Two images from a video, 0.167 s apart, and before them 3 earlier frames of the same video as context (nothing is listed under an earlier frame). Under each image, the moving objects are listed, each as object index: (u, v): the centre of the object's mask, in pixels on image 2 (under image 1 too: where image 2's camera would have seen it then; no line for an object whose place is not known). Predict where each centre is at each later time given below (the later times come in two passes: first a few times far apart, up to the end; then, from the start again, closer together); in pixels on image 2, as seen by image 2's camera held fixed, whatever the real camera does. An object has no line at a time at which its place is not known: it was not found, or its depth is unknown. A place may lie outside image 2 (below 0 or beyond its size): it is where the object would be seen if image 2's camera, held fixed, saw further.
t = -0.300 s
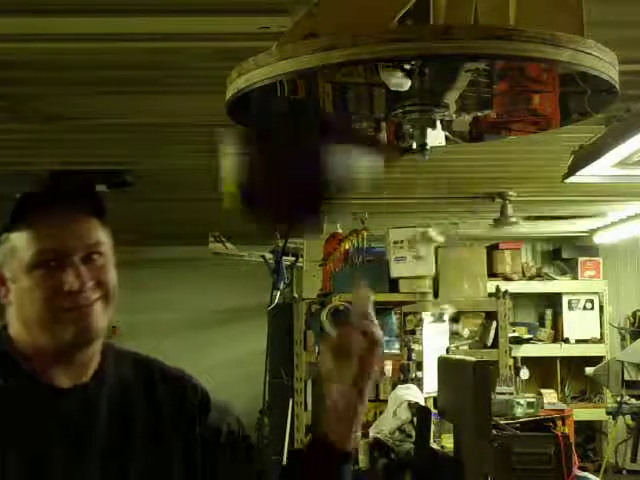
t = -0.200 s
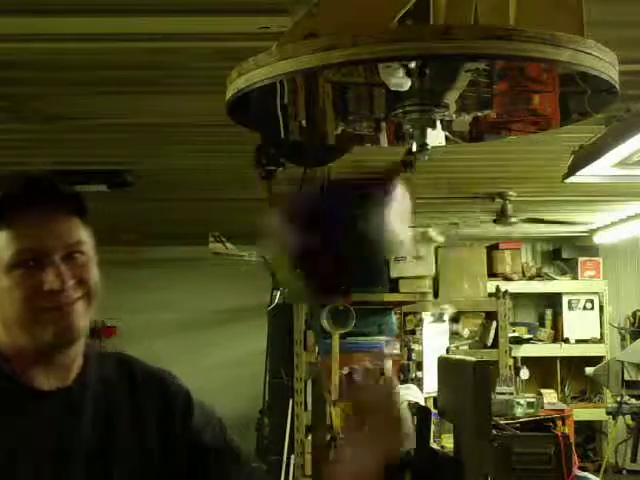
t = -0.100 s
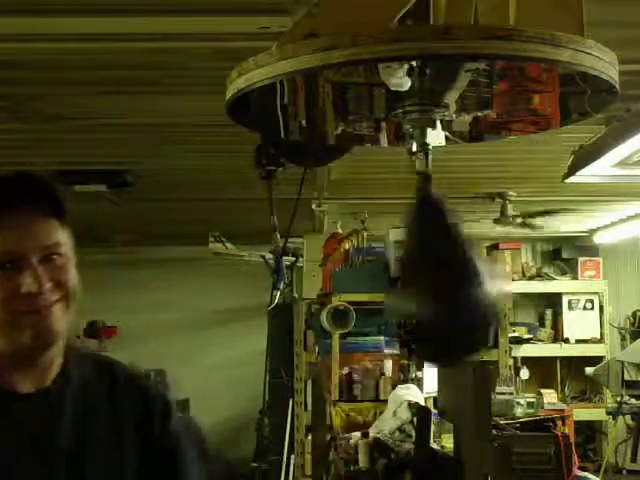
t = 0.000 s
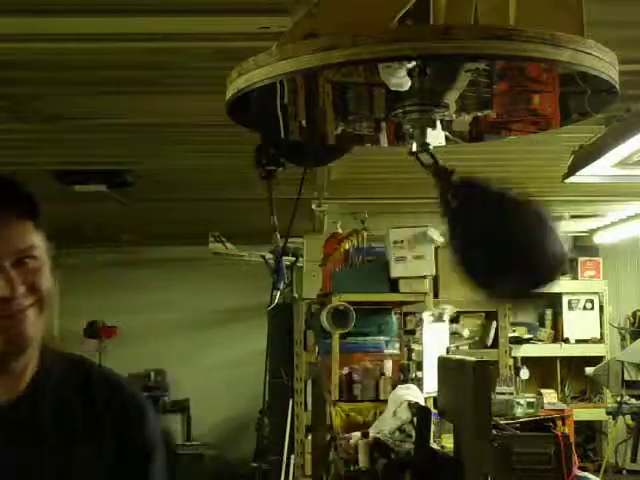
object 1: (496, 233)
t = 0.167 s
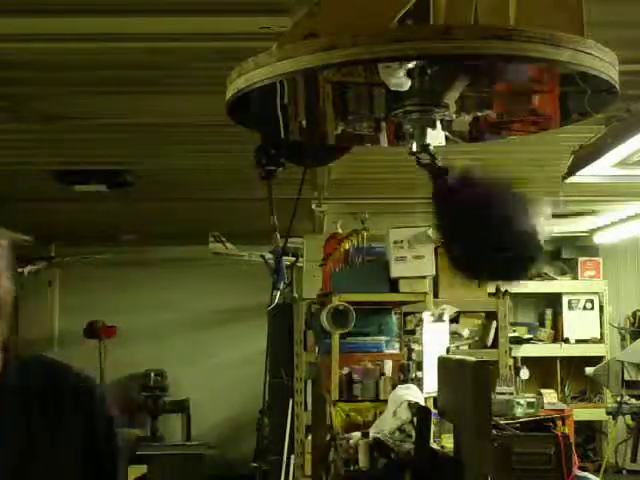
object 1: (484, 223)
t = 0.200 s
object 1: (473, 244)
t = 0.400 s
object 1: (363, 245)
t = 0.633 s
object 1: (383, 201)
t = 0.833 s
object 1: (440, 273)
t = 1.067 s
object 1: (420, 199)
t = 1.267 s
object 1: (408, 263)
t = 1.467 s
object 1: (452, 244)
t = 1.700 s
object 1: (501, 192)
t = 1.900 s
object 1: (435, 287)
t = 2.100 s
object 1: (351, 226)
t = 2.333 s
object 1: (355, 255)
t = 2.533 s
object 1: (480, 266)
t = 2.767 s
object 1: (542, 212)
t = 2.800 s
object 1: (537, 222)
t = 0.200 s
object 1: (473, 244)
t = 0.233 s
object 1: (452, 262)
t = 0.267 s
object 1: (436, 278)
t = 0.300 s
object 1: (413, 284)
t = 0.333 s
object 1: (392, 278)
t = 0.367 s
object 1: (375, 263)
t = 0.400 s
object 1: (363, 245)
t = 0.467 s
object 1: (353, 189)
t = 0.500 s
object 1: (356, 161)
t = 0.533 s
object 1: (357, 142)
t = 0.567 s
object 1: (363, 152)
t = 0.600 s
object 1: (374, 173)
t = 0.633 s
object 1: (383, 201)
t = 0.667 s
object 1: (397, 234)
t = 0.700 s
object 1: (409, 257)
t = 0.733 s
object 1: (424, 273)
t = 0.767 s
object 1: (434, 283)
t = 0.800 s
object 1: (438, 282)
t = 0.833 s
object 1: (440, 273)
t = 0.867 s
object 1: (442, 258)
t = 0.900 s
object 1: (438, 244)
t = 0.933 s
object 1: (436, 228)
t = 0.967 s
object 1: (431, 217)
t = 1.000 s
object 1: (429, 206)
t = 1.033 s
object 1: (424, 200)
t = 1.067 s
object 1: (420, 199)
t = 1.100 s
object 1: (416, 201)
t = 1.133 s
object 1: (412, 207)
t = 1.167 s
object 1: (408, 218)
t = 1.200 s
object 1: (406, 233)
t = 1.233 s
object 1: (407, 248)
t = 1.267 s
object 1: (408, 263)
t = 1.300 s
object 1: (409, 274)
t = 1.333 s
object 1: (412, 283)
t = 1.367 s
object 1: (419, 284)
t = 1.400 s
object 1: (429, 278)
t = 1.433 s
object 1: (440, 263)
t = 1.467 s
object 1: (452, 244)
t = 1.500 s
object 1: (463, 221)
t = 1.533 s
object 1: (475, 200)
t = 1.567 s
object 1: (484, 184)
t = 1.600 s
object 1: (490, 176)
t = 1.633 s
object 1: (495, 176)
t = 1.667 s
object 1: (500, 182)
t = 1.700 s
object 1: (501, 192)
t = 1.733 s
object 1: (498, 214)
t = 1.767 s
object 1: (492, 233)
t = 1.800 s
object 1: (481, 254)
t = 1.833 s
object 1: (471, 270)
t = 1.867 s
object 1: (451, 282)
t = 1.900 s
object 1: (435, 287)
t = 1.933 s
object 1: (418, 282)
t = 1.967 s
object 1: (398, 272)
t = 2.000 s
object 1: (382, 263)
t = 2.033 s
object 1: (369, 250)
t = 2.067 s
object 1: (361, 235)
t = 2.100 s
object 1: (351, 226)
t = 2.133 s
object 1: (347, 220)
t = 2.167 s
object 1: (344, 216)
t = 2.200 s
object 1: (342, 217)
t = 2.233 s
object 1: (342, 221)
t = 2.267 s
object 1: (344, 229)
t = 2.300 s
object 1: (348, 241)
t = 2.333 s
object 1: (355, 255)
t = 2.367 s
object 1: (367, 268)
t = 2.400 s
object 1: (386, 277)
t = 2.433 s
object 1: (405, 286)
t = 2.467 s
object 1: (432, 285)
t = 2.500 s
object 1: (459, 277)
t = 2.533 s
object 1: (480, 266)
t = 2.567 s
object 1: (501, 251)
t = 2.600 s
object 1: (519, 235)
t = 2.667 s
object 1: (540, 211)
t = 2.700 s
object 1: (544, 207)
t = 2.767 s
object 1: (542, 212)
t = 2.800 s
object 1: (537, 222)
